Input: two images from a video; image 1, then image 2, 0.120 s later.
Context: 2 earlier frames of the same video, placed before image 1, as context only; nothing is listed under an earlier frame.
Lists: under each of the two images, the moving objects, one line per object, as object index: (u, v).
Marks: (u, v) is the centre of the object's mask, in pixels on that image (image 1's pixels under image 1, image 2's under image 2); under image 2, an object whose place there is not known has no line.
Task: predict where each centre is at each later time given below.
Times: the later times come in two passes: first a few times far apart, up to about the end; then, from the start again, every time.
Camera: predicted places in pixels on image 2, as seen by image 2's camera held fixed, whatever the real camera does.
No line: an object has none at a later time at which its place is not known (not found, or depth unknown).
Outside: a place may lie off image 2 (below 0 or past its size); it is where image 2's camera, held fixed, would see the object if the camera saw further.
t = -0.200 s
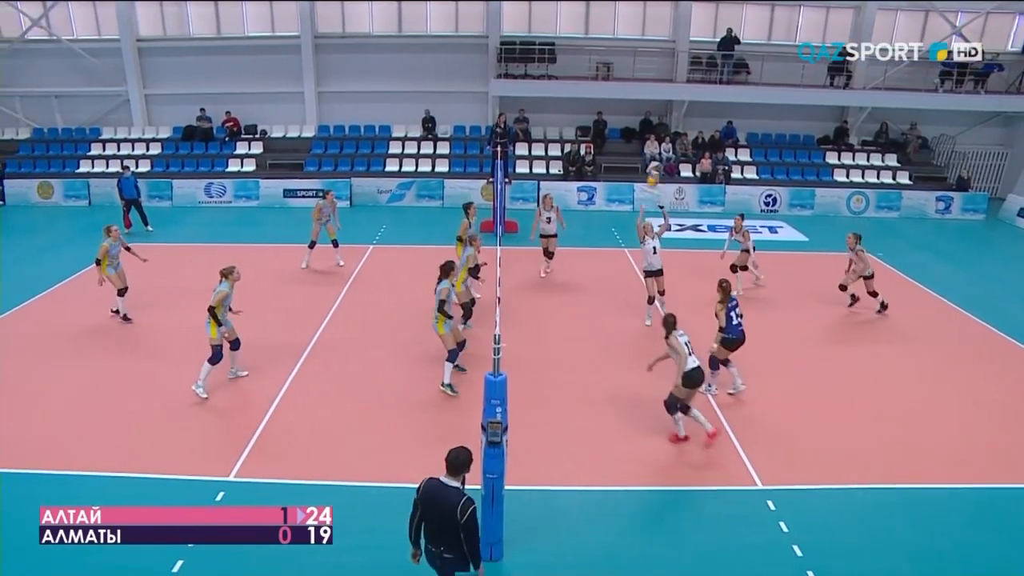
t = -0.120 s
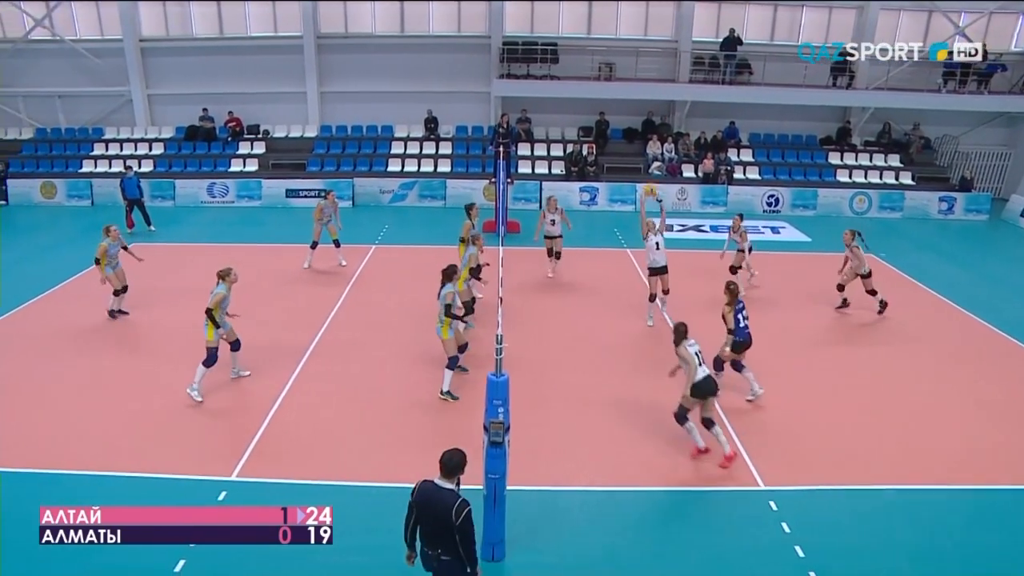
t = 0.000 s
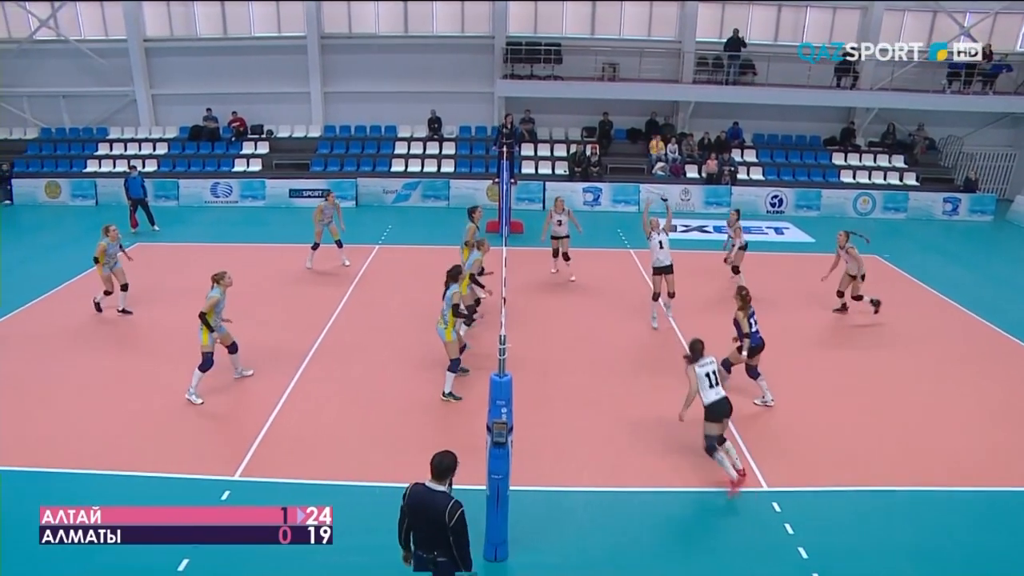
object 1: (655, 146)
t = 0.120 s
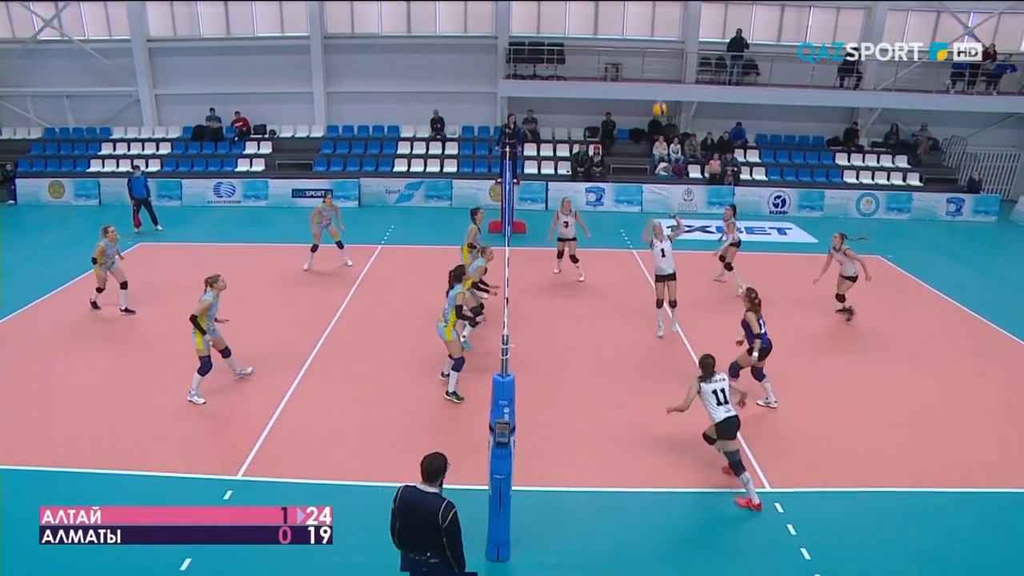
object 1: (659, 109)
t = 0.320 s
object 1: (659, 60)
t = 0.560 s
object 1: (657, 35)
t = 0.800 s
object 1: (650, 58)
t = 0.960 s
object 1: (642, 102)
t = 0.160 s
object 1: (659, 97)
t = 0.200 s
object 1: (659, 86)
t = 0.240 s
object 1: (659, 76)
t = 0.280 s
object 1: (659, 68)
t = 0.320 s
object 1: (659, 60)
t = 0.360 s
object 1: (659, 52)
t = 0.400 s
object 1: (659, 48)
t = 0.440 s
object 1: (659, 43)
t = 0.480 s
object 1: (658, 39)
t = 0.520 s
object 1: (657, 36)
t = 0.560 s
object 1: (657, 35)
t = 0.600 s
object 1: (656, 35)
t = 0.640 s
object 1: (655, 36)
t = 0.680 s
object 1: (654, 39)
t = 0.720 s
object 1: (653, 44)
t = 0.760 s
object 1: (651, 49)
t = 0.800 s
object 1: (650, 58)
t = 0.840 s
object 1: (648, 66)
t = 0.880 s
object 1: (646, 76)
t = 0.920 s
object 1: (644, 88)
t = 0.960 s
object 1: (642, 102)
